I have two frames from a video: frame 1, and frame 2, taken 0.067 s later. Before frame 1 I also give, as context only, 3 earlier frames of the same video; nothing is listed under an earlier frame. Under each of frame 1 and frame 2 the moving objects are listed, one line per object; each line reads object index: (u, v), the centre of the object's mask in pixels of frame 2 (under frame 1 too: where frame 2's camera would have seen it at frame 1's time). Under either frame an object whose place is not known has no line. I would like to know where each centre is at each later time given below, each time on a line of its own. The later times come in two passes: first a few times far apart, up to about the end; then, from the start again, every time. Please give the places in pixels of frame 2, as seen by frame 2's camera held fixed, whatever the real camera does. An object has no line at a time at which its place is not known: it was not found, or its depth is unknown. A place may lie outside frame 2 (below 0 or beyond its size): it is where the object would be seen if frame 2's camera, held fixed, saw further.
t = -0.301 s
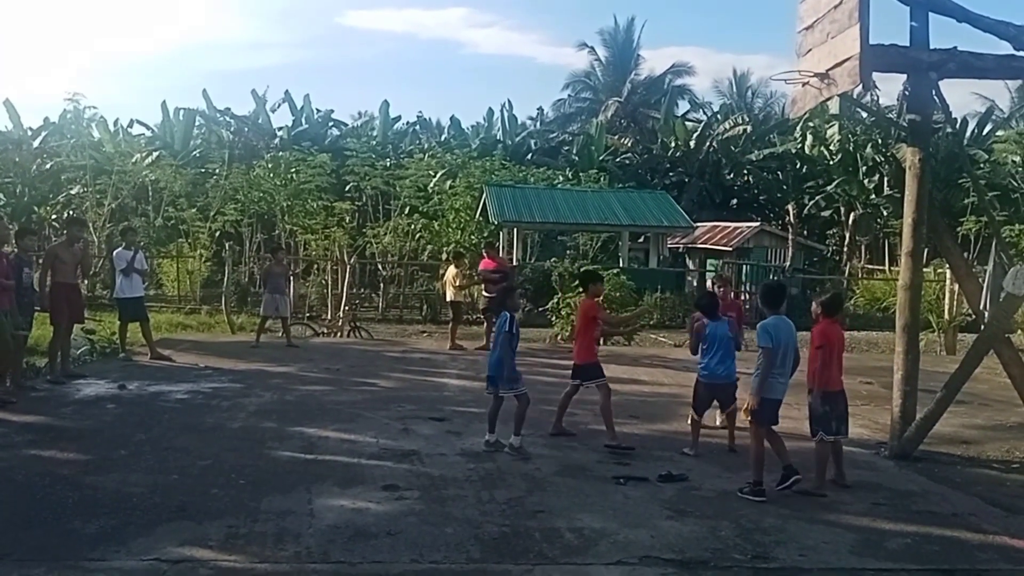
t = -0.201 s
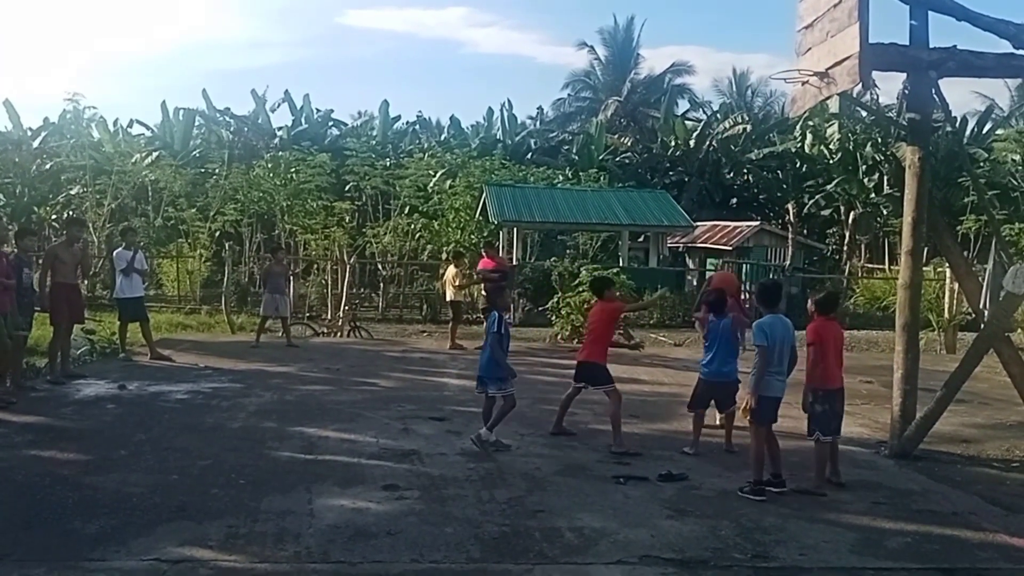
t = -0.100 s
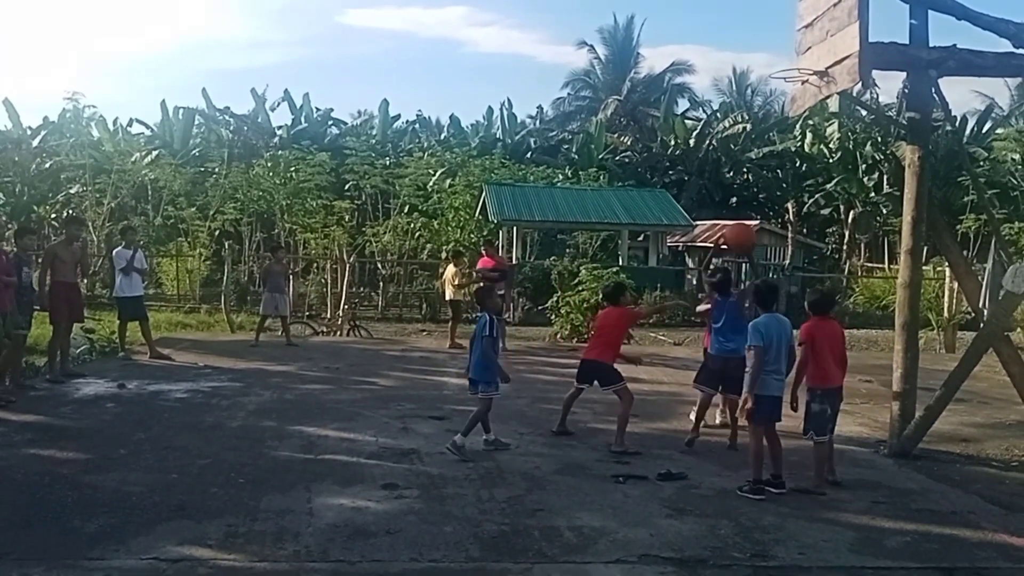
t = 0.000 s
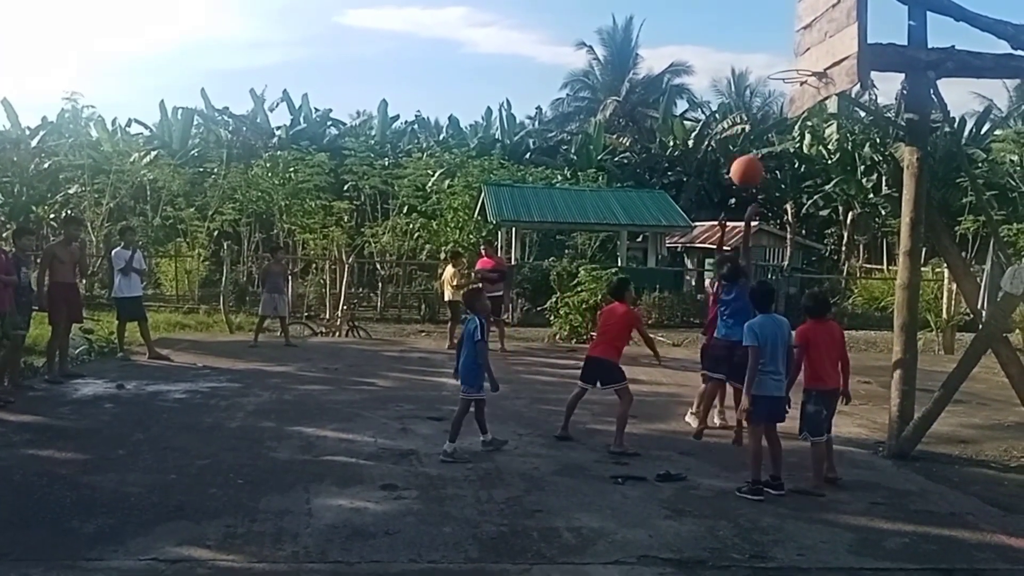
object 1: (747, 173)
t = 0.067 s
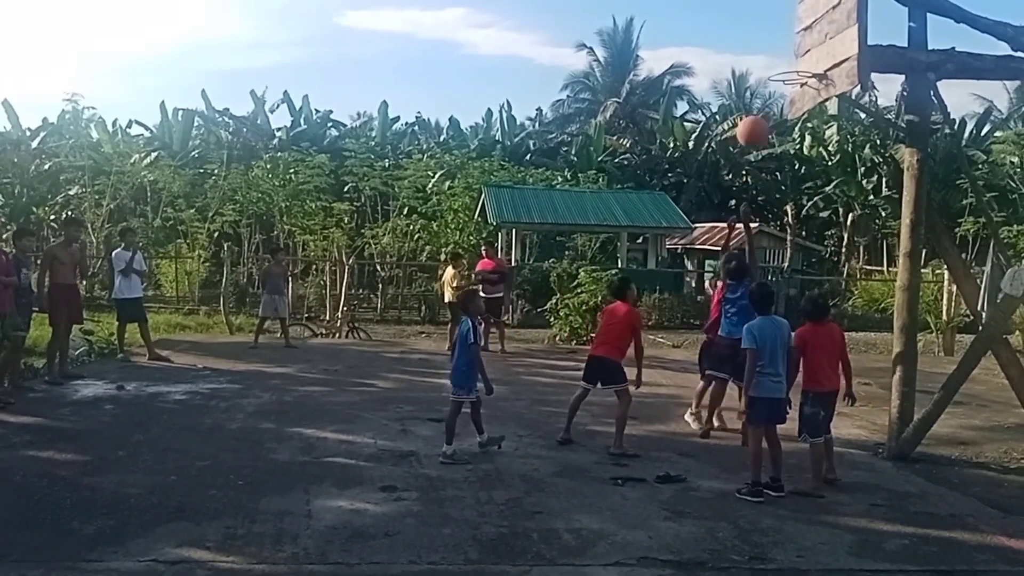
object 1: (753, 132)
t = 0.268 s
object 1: (770, 39)
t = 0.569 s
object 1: (789, 6)
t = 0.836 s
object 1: (805, 65)
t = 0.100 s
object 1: (756, 113)
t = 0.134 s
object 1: (758, 96)
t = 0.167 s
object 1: (761, 80)
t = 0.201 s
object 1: (765, 65)
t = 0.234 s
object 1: (768, 52)
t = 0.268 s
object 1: (770, 39)
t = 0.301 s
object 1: (772, 29)
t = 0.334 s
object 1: (775, 20)
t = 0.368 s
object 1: (777, 13)
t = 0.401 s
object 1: (779, 9)
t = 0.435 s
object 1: (781, 6)
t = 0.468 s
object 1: (783, 5)
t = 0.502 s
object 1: (785, 5)
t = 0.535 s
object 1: (787, 5)
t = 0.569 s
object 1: (789, 6)
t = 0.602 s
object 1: (791, 7)
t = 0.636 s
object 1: (793, 10)
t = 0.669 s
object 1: (795, 13)
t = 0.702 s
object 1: (797, 18)
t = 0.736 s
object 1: (798, 27)
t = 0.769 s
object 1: (800, 38)
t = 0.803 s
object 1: (802, 50)
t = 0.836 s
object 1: (805, 65)
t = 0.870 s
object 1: (805, 80)
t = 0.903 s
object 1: (806, 98)
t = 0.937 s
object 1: (806, 116)
